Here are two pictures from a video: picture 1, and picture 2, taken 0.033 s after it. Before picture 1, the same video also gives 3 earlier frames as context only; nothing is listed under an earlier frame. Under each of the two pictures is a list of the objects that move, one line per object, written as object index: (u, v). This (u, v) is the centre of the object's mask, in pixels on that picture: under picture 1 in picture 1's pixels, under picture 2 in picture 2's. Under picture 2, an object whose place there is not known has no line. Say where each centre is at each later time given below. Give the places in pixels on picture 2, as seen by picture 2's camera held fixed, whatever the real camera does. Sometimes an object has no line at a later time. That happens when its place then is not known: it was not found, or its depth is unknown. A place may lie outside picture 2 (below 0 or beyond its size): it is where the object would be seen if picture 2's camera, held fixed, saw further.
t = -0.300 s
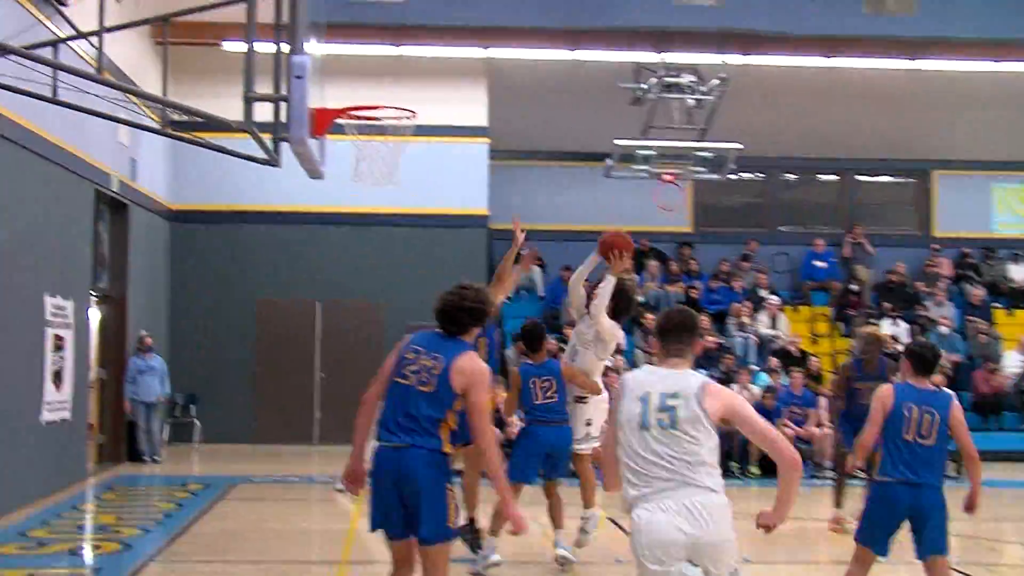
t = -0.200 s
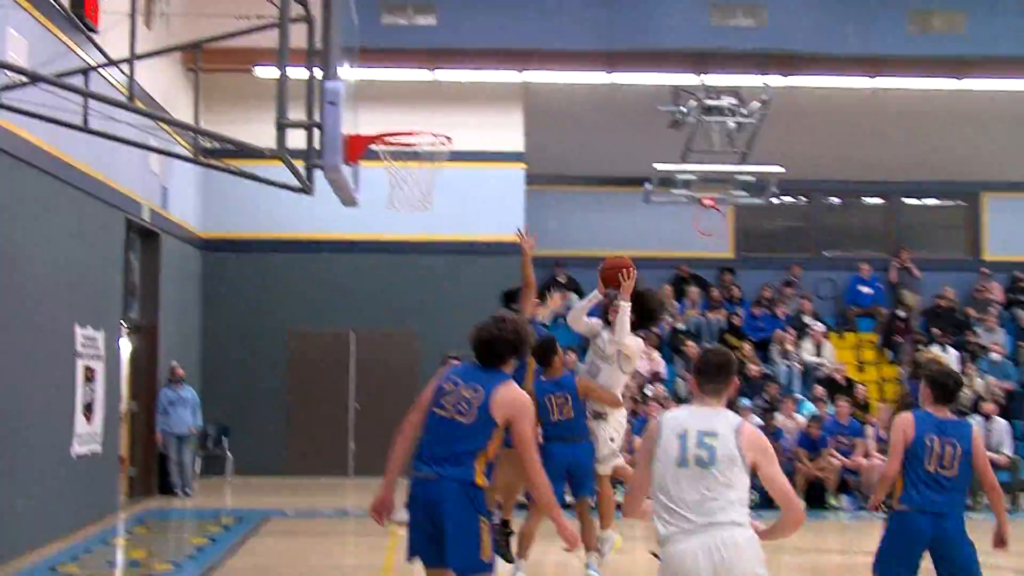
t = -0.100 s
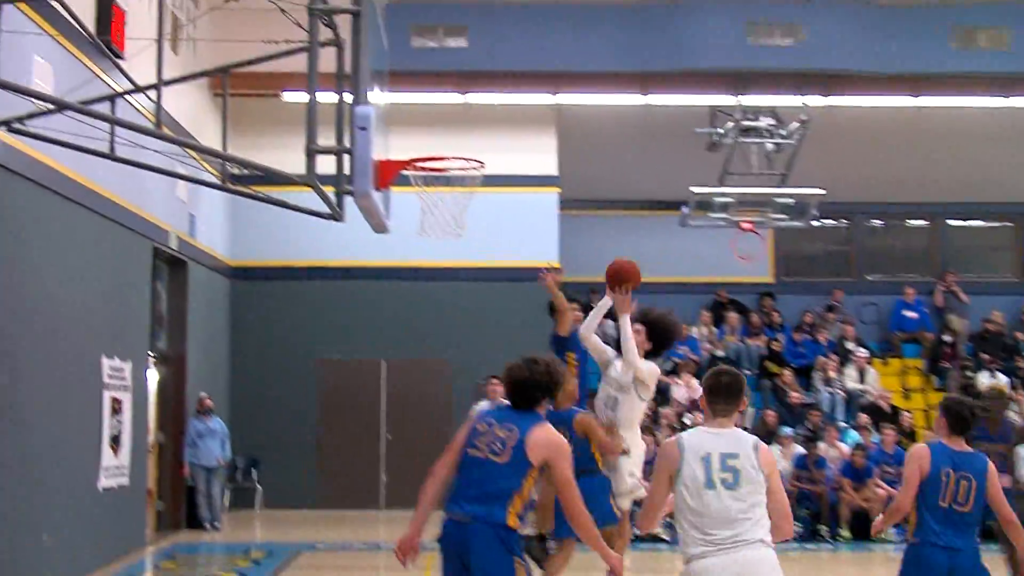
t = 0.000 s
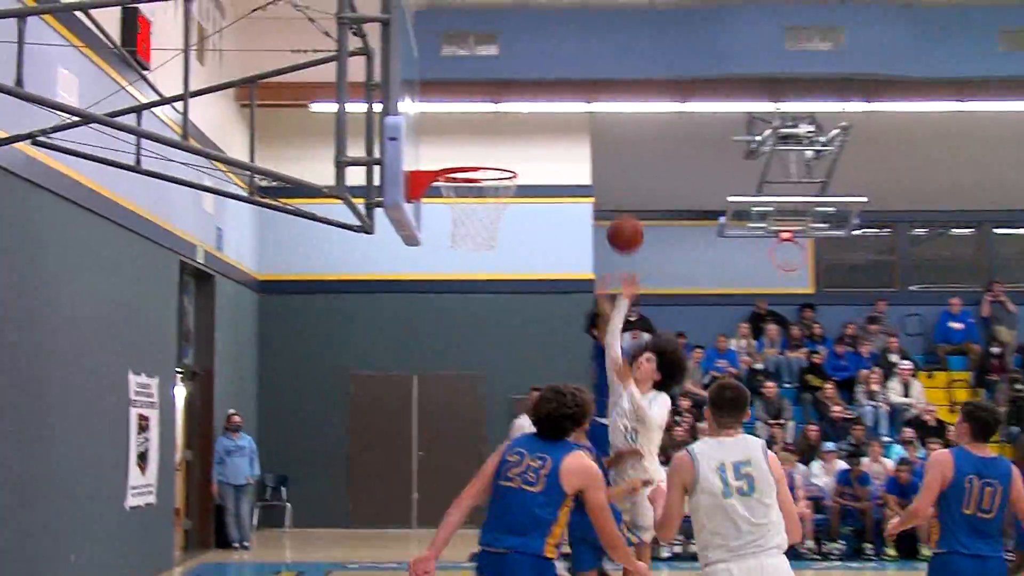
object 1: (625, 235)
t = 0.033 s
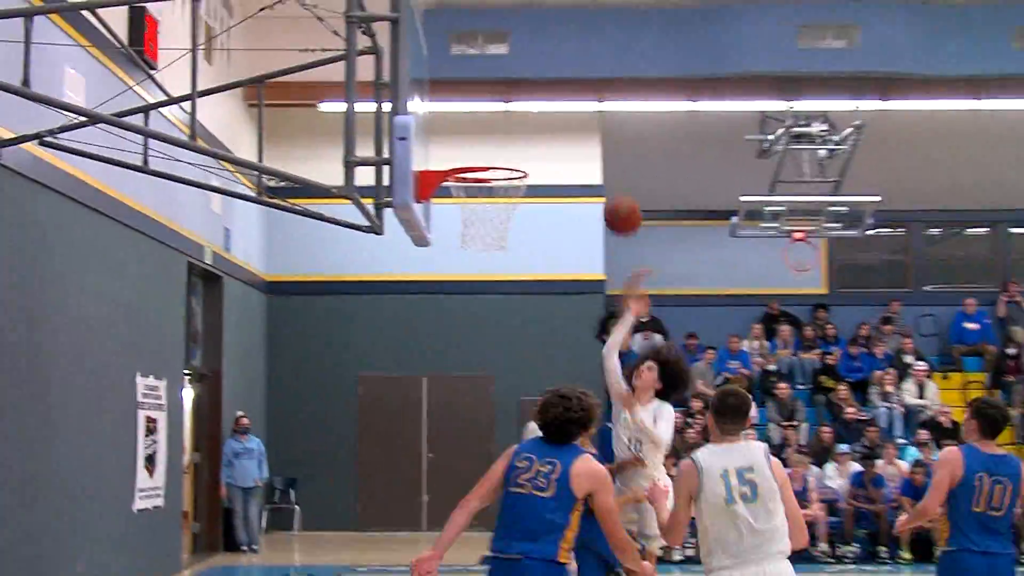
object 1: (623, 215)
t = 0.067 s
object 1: (607, 201)
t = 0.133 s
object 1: (575, 173)
